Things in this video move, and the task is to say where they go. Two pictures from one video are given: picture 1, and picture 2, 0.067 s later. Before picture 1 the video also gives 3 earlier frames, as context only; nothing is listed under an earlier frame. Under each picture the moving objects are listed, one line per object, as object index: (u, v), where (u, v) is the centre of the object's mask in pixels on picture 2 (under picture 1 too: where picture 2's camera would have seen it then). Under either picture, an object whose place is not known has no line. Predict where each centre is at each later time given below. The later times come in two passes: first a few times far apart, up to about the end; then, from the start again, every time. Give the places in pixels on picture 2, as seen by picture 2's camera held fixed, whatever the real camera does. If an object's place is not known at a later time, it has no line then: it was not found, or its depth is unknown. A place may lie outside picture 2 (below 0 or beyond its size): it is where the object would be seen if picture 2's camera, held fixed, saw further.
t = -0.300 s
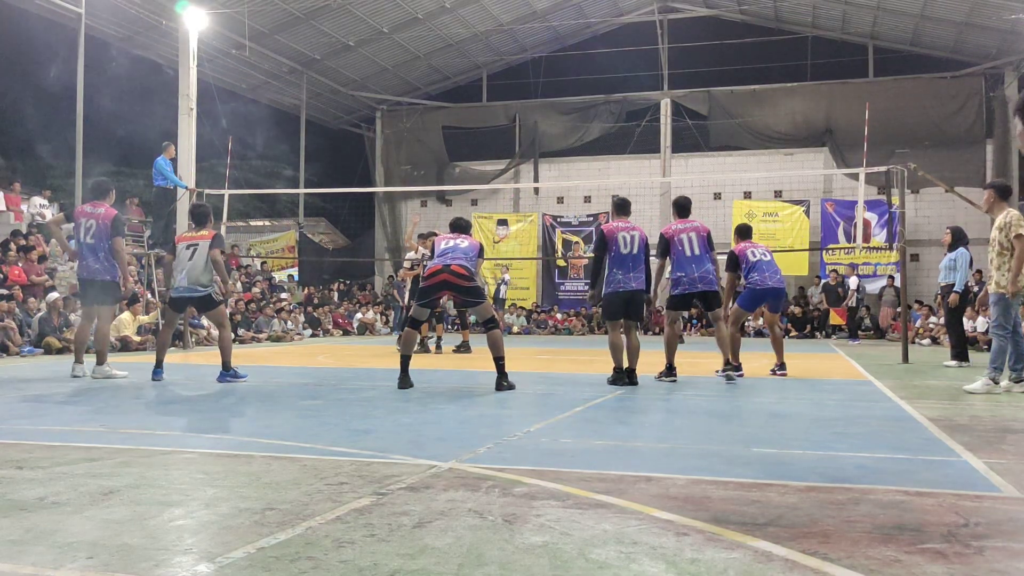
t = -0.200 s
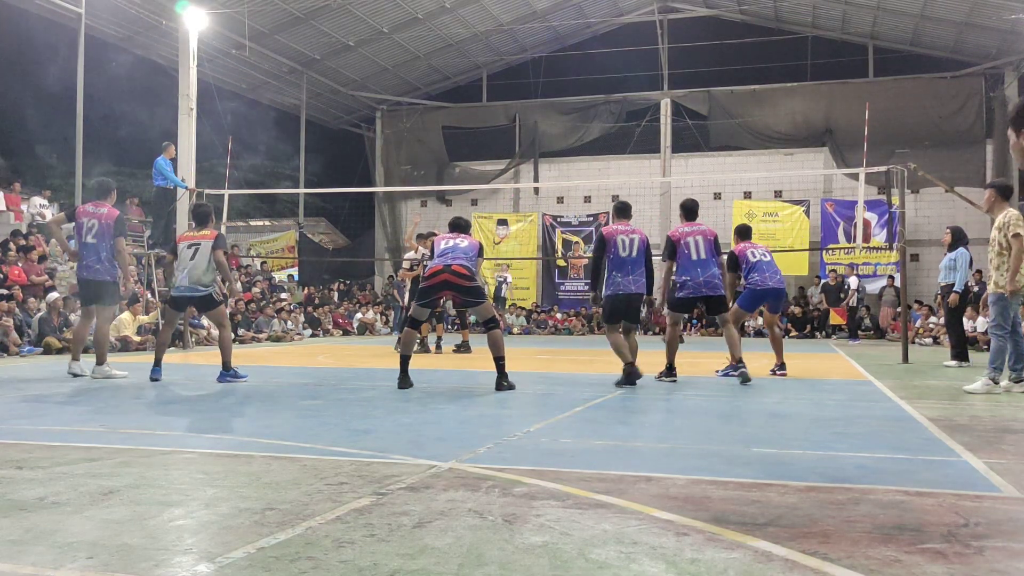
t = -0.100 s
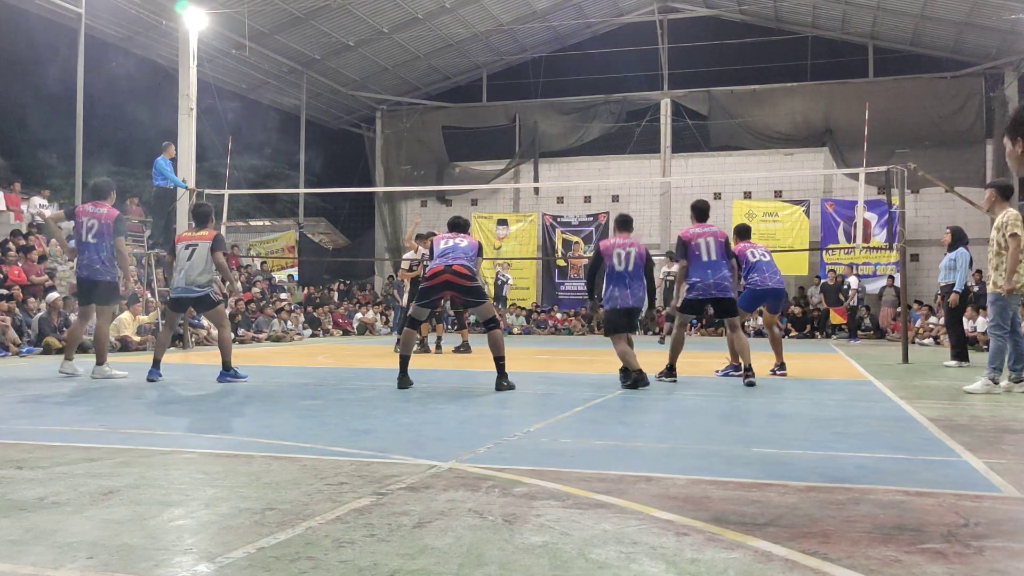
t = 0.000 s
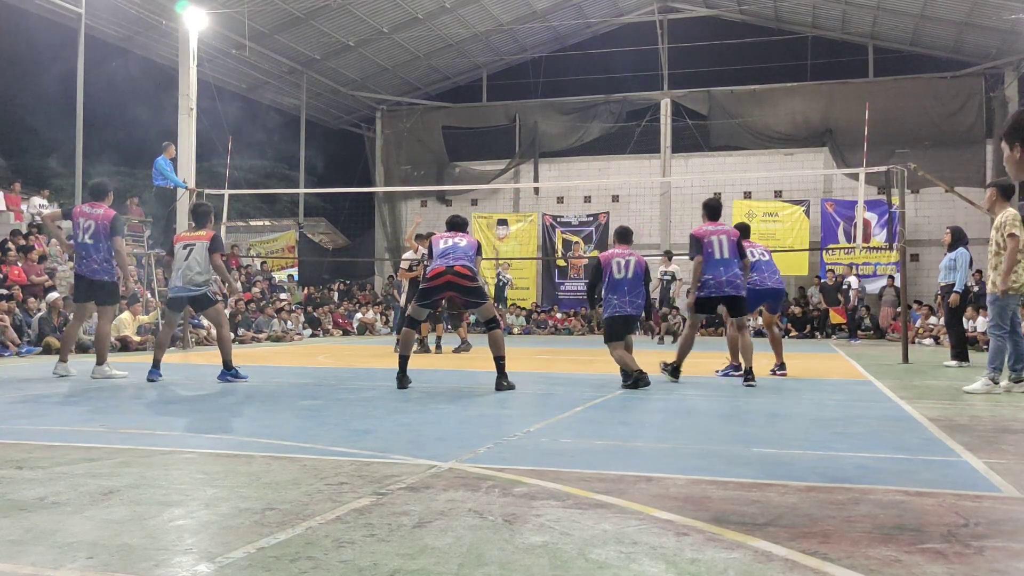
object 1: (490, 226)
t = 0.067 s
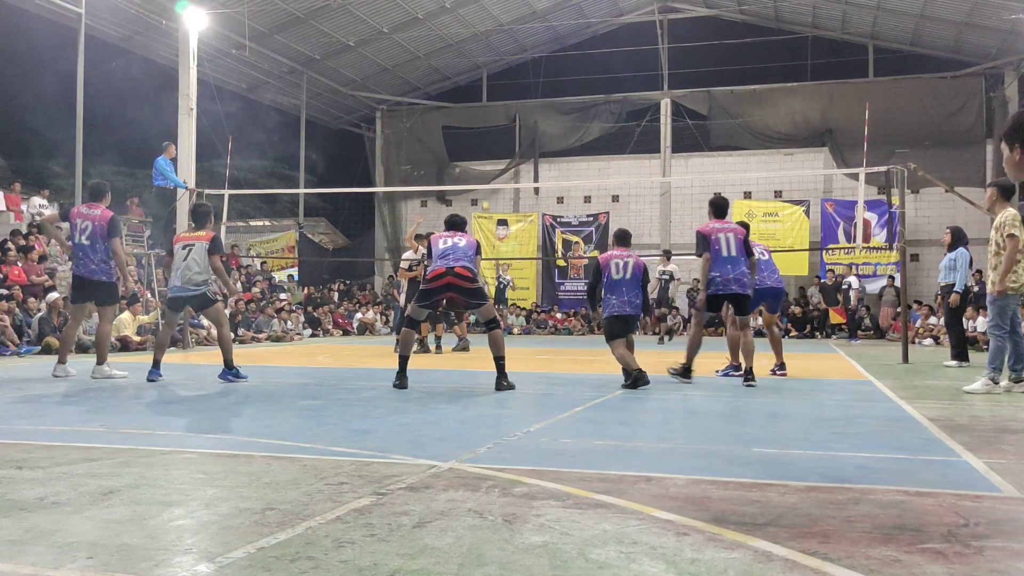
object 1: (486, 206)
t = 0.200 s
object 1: (473, 173)
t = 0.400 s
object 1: (455, 134)
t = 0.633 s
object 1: (431, 105)
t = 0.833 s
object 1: (405, 107)
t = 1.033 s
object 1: (374, 146)
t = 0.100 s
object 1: (482, 197)
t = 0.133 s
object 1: (479, 191)
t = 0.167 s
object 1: (476, 180)
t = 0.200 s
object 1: (473, 173)
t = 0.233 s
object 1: (470, 166)
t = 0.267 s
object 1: (467, 159)
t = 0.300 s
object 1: (464, 152)
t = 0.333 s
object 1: (461, 146)
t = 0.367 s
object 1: (458, 140)
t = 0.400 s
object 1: (455, 134)
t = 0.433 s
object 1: (453, 128)
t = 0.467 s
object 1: (449, 123)
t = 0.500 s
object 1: (446, 119)
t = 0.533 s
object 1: (442, 114)
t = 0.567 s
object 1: (438, 110)
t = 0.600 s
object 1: (435, 107)
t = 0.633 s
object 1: (431, 105)
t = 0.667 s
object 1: (426, 103)
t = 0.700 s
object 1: (422, 103)
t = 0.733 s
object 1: (418, 102)
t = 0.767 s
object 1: (414, 103)
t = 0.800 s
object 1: (410, 104)
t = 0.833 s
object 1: (405, 107)
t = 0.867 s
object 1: (400, 110)
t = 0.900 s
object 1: (395, 115)
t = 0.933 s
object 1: (390, 121)
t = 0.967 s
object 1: (385, 128)
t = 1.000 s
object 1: (379, 137)
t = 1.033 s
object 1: (374, 146)
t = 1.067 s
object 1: (367, 158)
